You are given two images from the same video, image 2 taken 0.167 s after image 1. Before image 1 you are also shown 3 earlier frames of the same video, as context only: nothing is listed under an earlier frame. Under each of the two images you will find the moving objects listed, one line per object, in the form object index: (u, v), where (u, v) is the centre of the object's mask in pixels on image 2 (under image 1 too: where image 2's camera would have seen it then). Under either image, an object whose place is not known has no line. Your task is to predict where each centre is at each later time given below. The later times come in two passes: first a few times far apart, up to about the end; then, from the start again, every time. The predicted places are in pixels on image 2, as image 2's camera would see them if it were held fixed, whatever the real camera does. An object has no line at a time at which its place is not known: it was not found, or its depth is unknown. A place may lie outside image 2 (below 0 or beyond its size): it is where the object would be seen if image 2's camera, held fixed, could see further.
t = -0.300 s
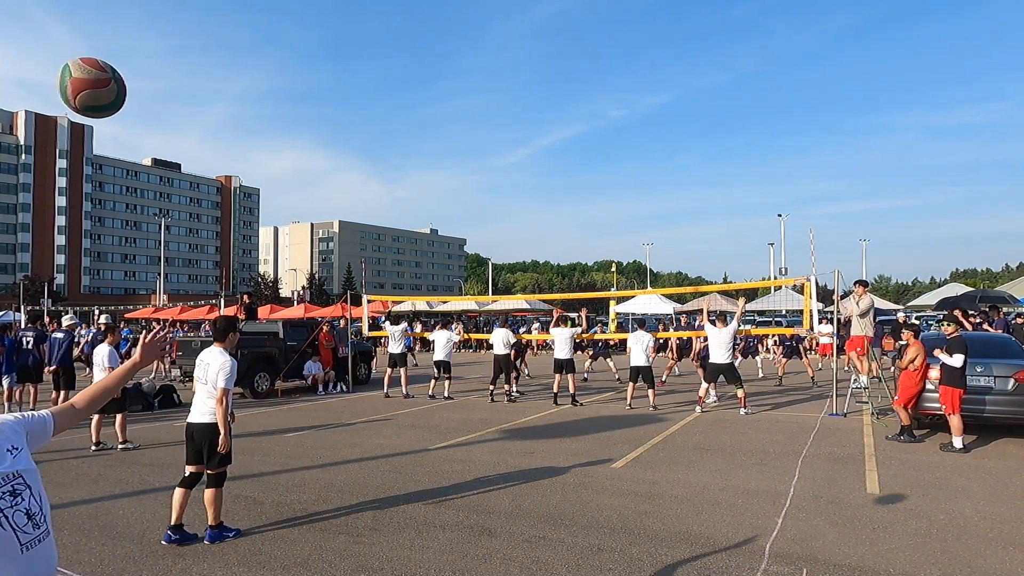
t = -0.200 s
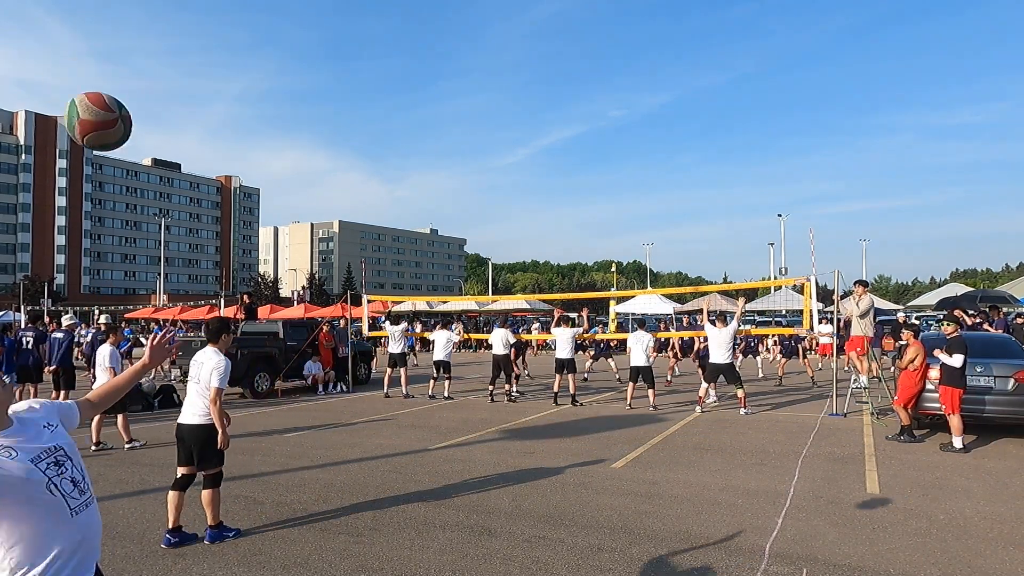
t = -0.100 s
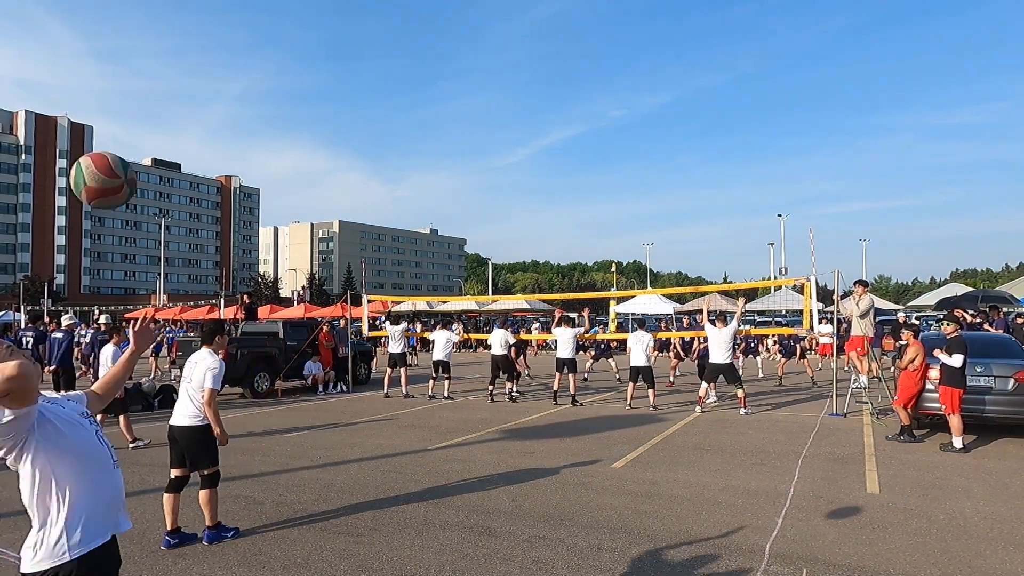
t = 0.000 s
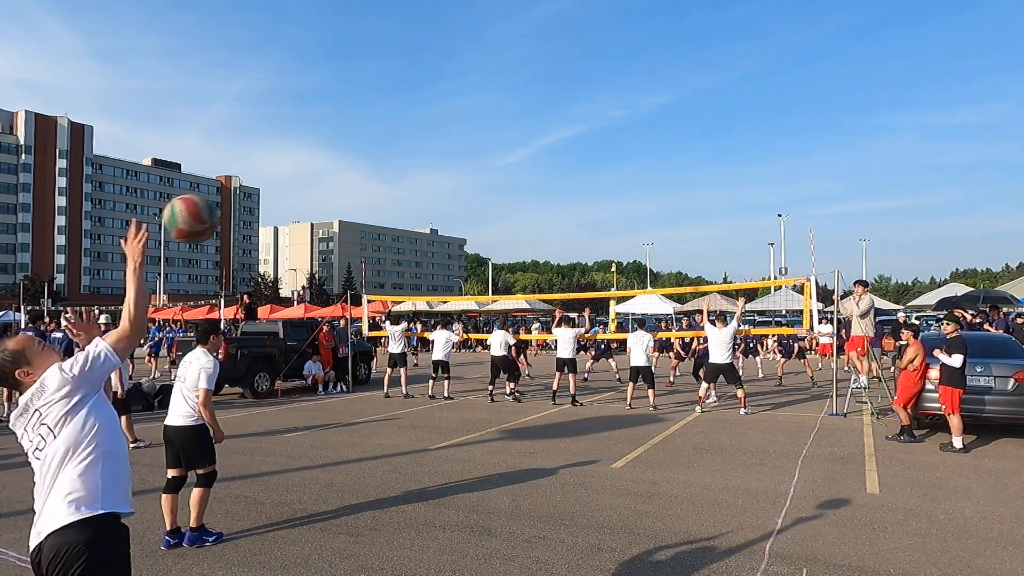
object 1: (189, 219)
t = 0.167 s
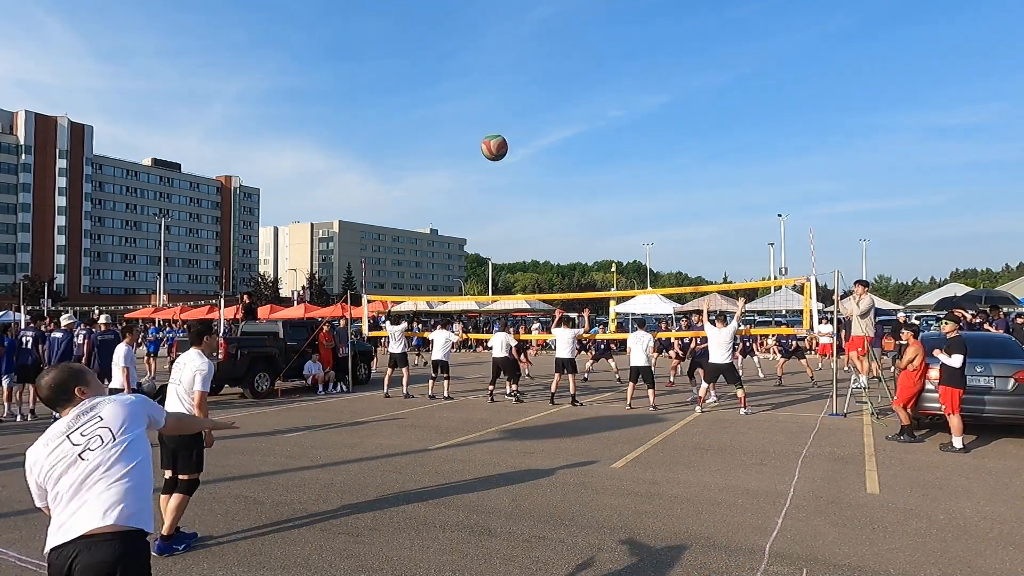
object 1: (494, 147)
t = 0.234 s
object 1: (550, 142)
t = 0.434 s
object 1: (653, 155)
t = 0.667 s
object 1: (716, 189)
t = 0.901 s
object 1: (751, 231)
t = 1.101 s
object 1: (769, 270)
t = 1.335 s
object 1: (787, 316)
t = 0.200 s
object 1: (524, 144)
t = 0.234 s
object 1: (550, 142)
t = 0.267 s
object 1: (573, 142)
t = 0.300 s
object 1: (592, 143)
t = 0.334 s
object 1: (610, 145)
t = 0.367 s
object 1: (626, 148)
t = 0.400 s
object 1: (640, 151)
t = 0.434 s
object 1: (653, 155)
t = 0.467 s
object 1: (664, 159)
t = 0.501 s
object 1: (675, 164)
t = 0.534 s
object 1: (685, 168)
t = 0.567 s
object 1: (694, 173)
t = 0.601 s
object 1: (702, 178)
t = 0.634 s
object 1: (710, 184)
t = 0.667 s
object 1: (716, 189)
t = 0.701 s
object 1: (722, 195)
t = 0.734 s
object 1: (728, 201)
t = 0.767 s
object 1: (733, 207)
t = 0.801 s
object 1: (738, 213)
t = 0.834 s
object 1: (743, 219)
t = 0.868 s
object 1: (747, 225)
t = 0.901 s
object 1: (751, 231)
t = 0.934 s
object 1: (754, 238)
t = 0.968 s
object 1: (757, 244)
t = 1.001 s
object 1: (760, 251)
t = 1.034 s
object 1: (763, 257)
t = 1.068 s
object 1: (766, 263)
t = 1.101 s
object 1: (769, 270)
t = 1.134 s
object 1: (772, 276)
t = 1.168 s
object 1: (779, 276)
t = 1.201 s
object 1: (775, 290)
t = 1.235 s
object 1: (779, 295)
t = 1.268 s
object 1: (782, 303)
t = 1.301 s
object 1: (786, 310)
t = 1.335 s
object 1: (787, 316)
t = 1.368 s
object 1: (790, 324)
